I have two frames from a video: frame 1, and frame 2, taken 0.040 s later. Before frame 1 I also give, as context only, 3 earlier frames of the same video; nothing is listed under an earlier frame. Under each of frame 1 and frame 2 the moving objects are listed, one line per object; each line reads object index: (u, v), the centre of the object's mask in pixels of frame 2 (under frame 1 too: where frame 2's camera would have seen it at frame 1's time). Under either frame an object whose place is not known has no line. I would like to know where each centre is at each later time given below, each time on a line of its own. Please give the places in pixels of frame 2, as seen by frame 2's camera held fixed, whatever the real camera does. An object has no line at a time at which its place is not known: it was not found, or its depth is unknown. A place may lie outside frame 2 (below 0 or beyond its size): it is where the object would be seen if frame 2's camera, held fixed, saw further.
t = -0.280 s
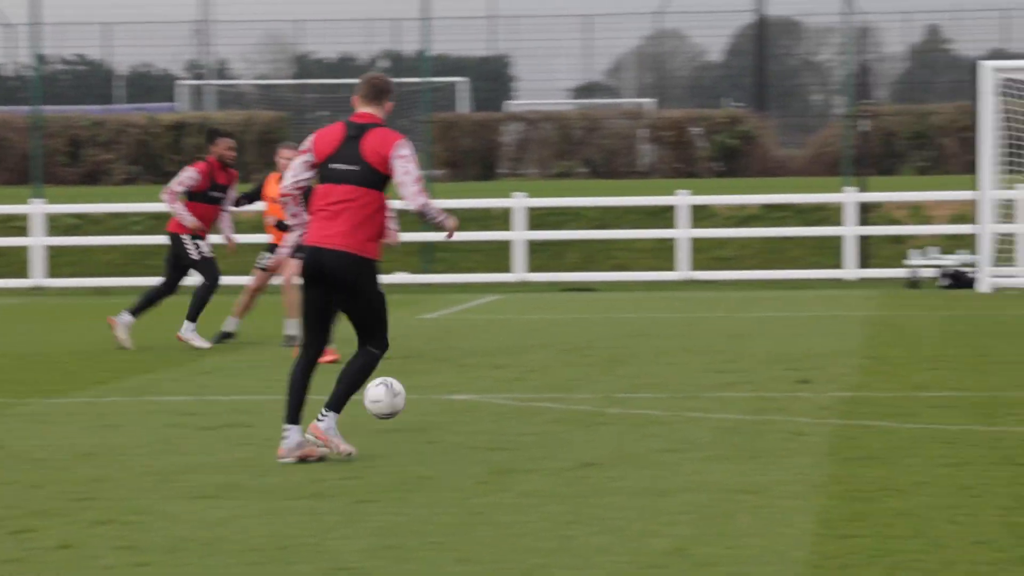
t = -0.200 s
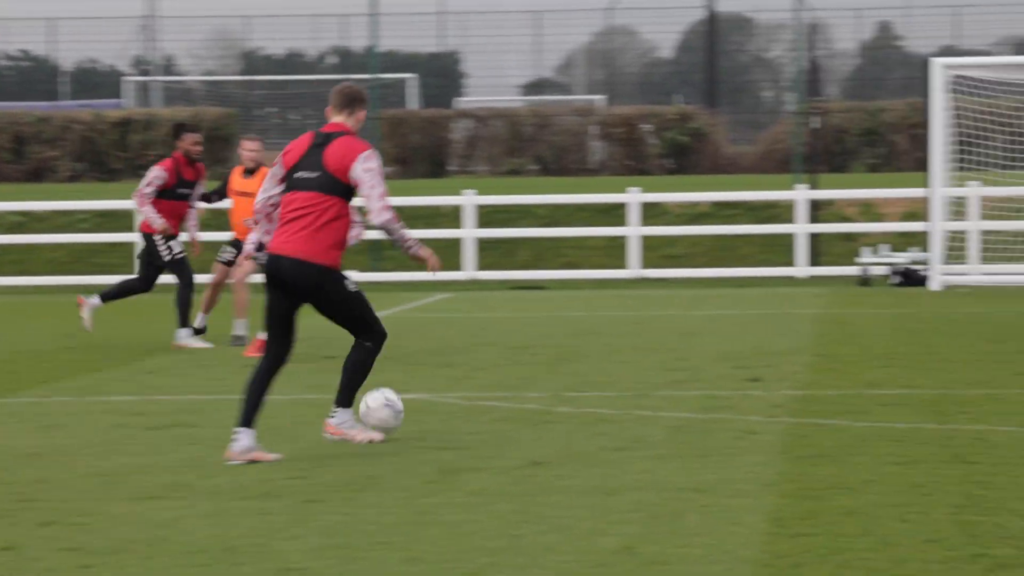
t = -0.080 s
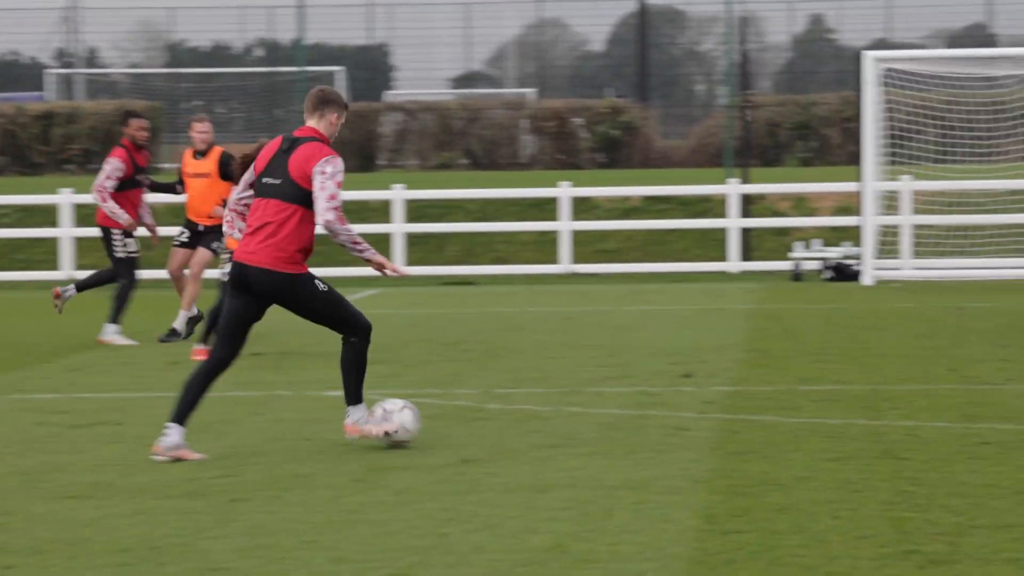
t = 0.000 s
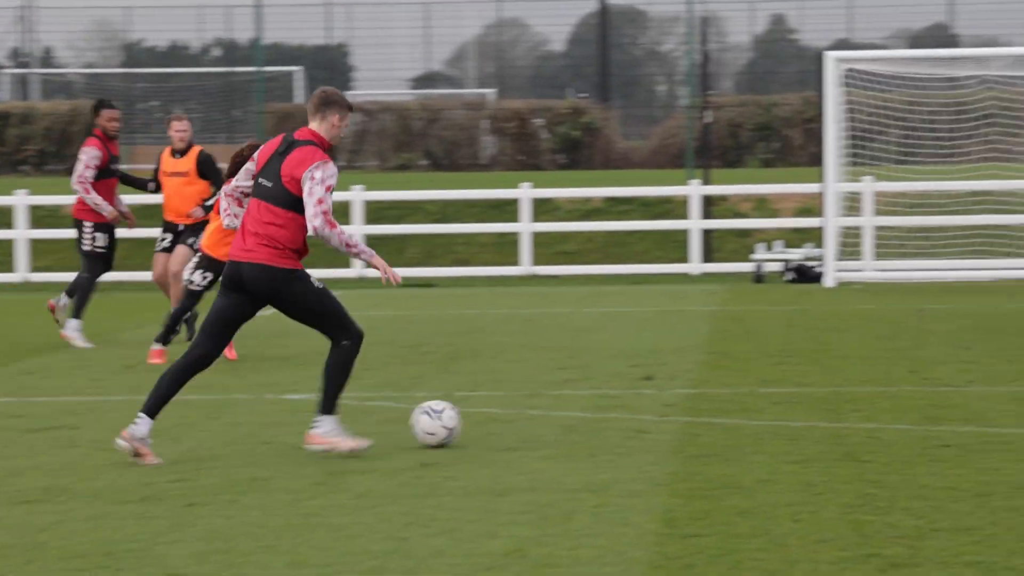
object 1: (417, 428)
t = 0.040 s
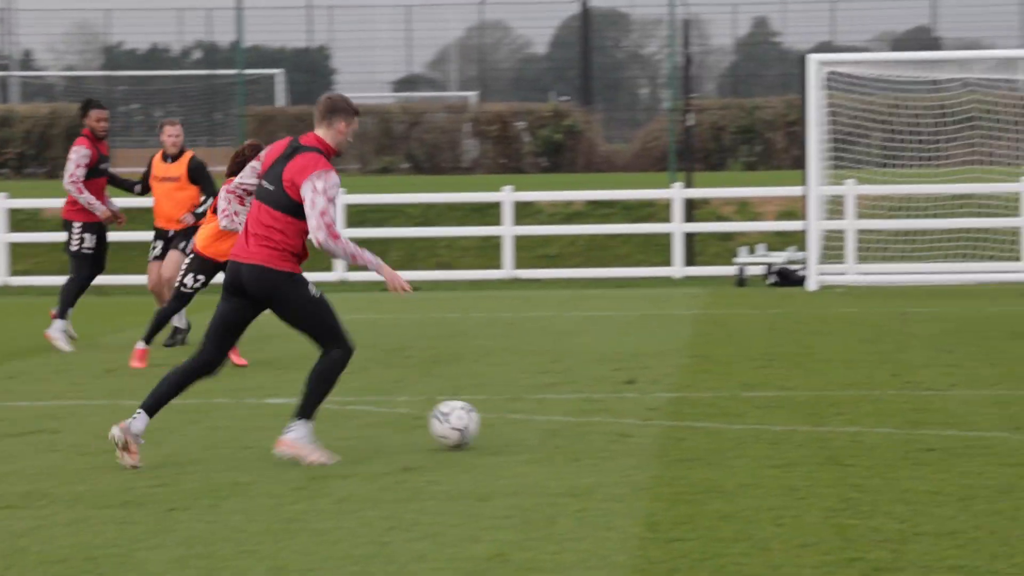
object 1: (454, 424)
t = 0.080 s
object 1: (491, 422)
